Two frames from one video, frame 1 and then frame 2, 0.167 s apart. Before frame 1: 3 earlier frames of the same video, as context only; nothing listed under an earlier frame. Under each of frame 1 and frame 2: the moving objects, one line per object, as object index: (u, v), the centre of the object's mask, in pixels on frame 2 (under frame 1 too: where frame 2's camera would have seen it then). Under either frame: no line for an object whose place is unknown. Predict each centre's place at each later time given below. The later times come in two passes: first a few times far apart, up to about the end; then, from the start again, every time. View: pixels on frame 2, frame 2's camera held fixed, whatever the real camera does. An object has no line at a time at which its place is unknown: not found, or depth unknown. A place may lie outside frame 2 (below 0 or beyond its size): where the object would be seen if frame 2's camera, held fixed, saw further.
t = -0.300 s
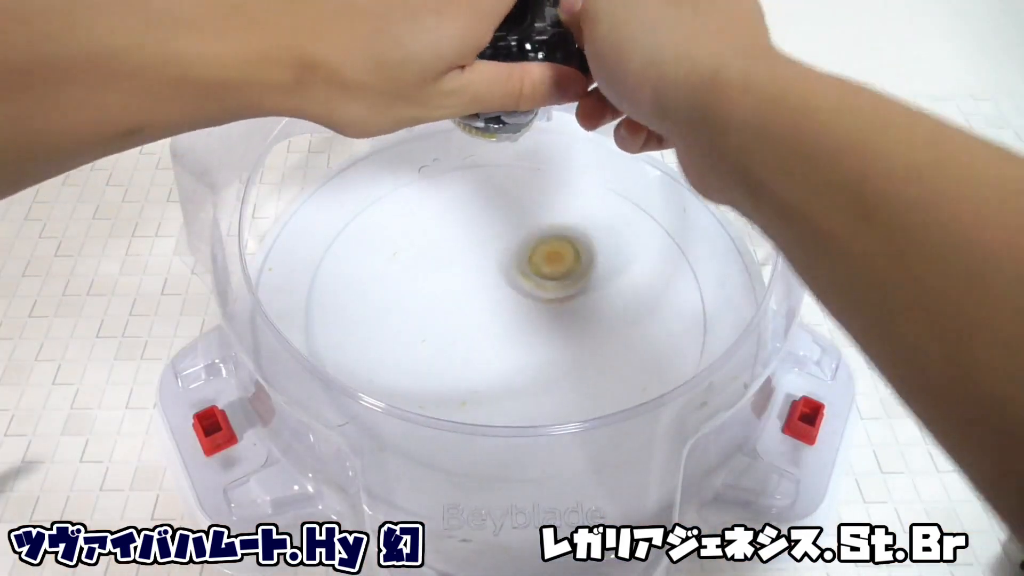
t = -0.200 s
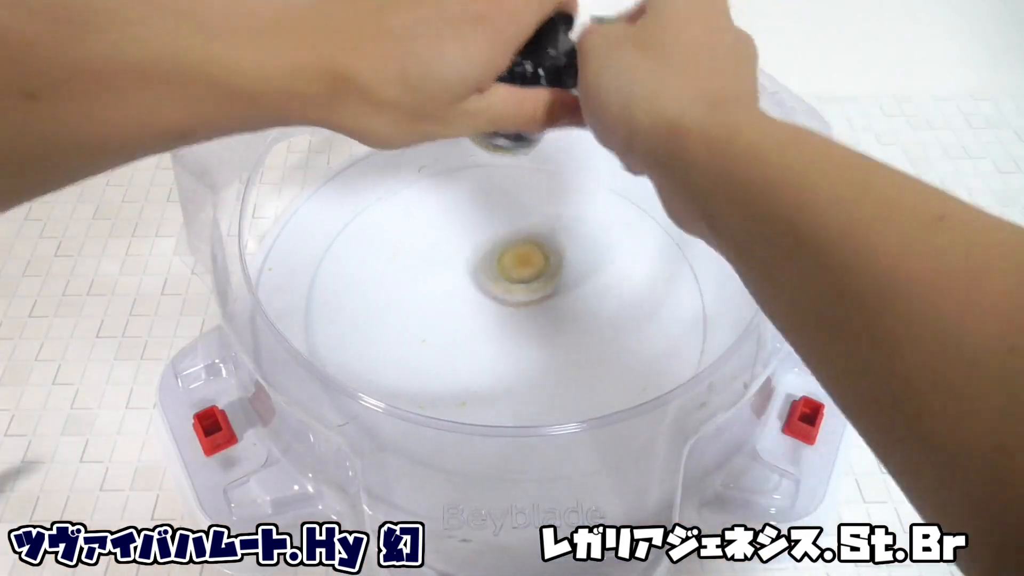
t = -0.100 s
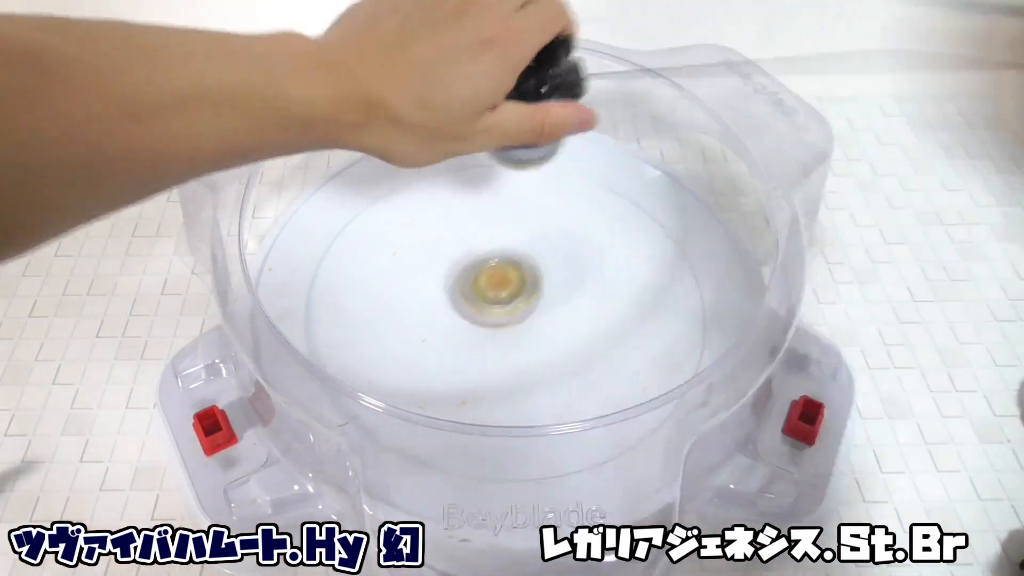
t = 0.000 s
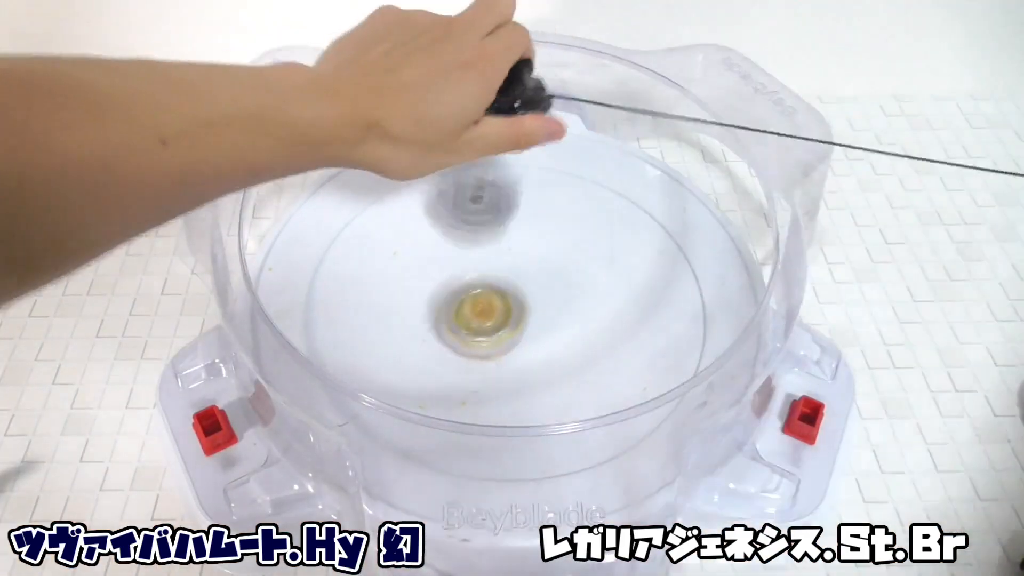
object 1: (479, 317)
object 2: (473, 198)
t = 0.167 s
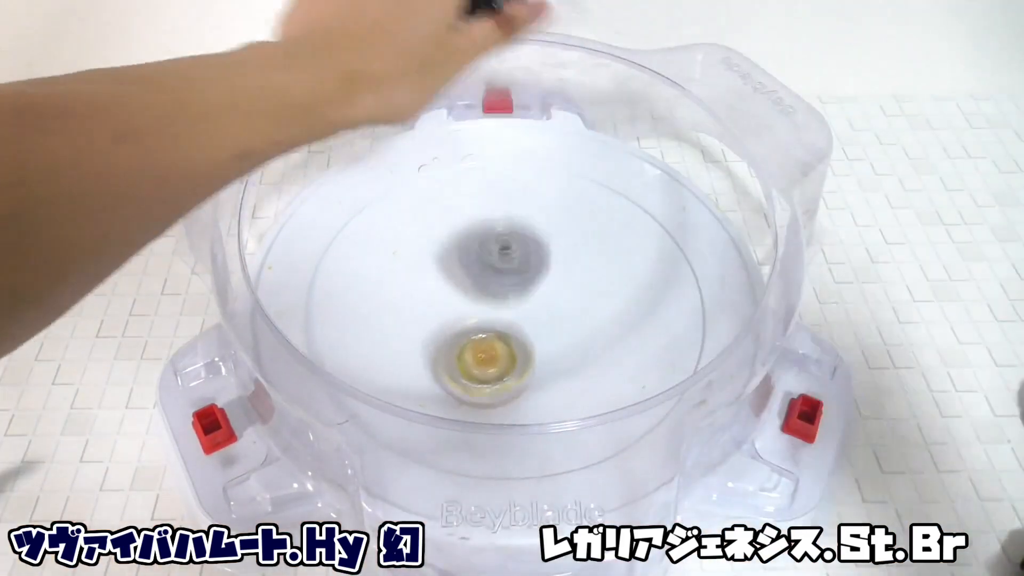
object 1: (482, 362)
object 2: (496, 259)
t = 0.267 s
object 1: (497, 385)
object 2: (527, 268)
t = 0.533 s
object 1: (580, 384)
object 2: (551, 265)
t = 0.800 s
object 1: (561, 339)
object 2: (520, 191)
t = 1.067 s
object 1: (536, 378)
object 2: (473, 158)
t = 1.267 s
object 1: (557, 379)
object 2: (459, 275)
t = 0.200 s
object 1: (487, 374)
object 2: (507, 282)
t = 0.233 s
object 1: (491, 381)
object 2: (516, 269)
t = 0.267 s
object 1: (497, 385)
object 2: (527, 268)
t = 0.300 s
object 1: (506, 388)
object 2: (535, 278)
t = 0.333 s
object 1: (514, 390)
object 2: (546, 296)
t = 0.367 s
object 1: (523, 389)
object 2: (549, 289)
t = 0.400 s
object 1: (536, 387)
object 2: (551, 293)
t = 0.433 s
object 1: (547, 385)
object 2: (556, 301)
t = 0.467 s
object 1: (560, 387)
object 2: (555, 289)
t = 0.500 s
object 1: (571, 387)
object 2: (553, 274)
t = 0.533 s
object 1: (580, 384)
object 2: (551, 265)
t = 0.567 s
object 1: (589, 379)
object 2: (547, 257)
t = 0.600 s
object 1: (594, 372)
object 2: (543, 248)
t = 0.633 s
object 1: (595, 360)
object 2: (540, 243)
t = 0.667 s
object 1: (589, 346)
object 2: (537, 239)
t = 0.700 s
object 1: (583, 332)
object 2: (536, 237)
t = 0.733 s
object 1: (573, 321)
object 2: (536, 236)
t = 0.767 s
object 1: (563, 320)
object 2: (533, 222)
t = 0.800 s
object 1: (561, 339)
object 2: (520, 191)
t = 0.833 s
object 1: (555, 351)
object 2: (510, 166)
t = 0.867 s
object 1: (548, 362)
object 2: (499, 146)
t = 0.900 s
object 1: (544, 370)
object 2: (491, 125)
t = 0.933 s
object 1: (540, 375)
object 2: (486, 113)
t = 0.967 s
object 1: (538, 377)
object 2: (482, 117)
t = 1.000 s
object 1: (536, 379)
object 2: (478, 124)
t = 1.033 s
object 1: (536, 379)
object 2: (475, 142)
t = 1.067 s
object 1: (536, 378)
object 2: (473, 158)
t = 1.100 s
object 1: (537, 375)
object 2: (473, 178)
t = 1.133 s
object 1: (537, 371)
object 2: (472, 205)
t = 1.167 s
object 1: (539, 367)
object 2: (472, 230)
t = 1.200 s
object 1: (536, 362)
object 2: (474, 255)
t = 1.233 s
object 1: (534, 358)
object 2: (477, 279)
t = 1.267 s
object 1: (557, 379)
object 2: (459, 275)
